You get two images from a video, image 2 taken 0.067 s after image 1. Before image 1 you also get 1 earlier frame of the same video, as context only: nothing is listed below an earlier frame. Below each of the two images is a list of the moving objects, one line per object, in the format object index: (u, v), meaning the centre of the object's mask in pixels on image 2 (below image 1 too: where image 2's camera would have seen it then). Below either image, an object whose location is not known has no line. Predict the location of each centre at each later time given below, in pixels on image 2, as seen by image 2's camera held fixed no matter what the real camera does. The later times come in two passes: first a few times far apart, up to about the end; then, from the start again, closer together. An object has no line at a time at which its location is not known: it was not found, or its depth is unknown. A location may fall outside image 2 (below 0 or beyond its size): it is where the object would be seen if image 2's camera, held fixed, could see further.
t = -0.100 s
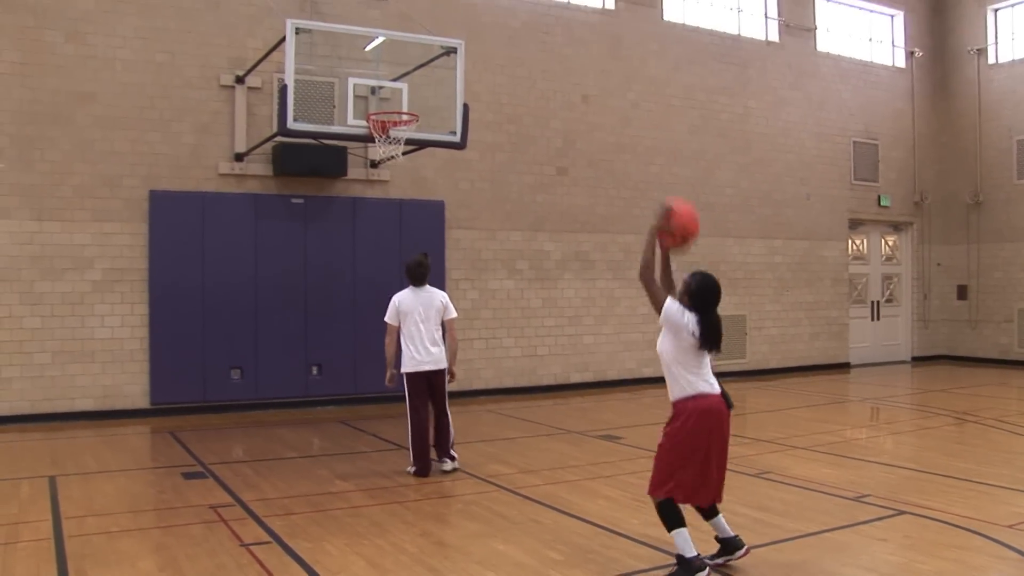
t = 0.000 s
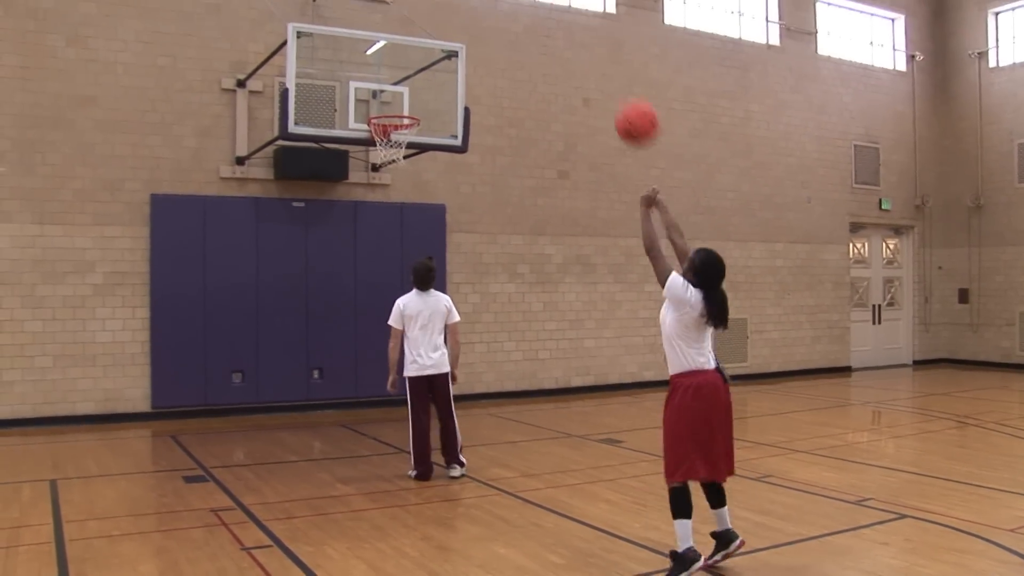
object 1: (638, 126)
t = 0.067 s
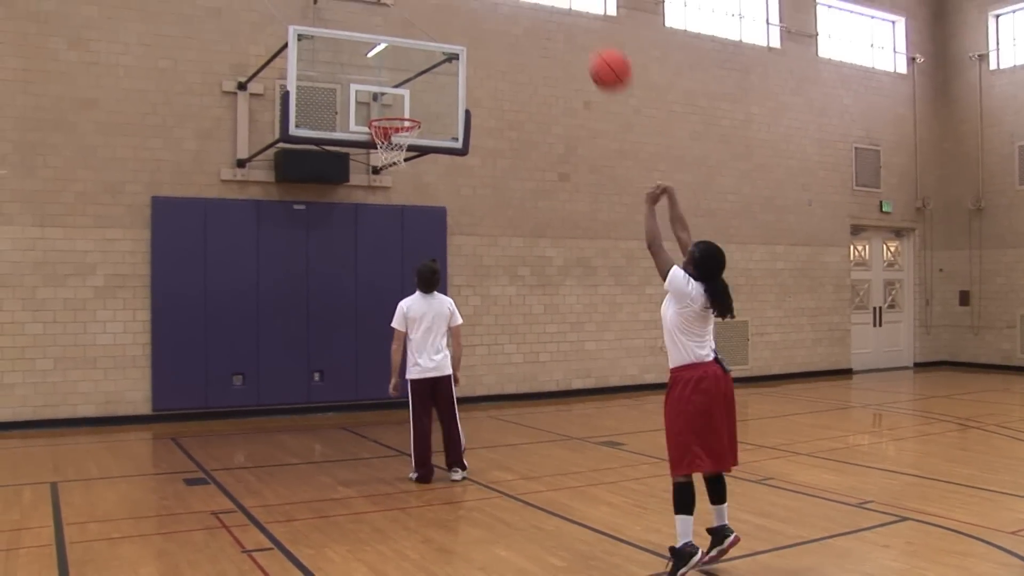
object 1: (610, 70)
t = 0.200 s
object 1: (563, 4)
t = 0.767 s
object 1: (432, 6)
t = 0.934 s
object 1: (406, 71)
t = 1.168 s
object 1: (383, 163)
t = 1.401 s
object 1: (380, 230)
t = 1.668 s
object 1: (377, 366)
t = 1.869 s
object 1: (384, 381)
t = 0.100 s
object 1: (598, 47)
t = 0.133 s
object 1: (586, 29)
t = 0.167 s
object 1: (574, 12)
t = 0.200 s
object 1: (563, 4)
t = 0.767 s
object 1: (432, 6)
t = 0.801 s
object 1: (426, 17)
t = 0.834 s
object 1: (421, 29)
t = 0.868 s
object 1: (416, 42)
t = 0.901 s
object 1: (411, 57)
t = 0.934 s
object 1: (406, 71)
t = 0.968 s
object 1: (401, 87)
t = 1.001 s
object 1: (396, 104)
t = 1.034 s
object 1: (392, 113)
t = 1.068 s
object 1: (389, 135)
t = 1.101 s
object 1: (384, 153)
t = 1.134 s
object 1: (383, 158)
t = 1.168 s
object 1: (383, 163)
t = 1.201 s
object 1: (382, 169)
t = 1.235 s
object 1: (382, 177)
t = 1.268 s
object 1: (382, 185)
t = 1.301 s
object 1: (382, 195)
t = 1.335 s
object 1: (381, 206)
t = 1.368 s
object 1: (381, 217)
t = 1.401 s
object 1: (380, 230)
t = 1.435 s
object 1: (380, 243)
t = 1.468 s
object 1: (379, 258)
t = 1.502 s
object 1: (379, 274)
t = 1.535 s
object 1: (379, 291)
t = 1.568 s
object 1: (378, 308)
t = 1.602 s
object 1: (378, 327)
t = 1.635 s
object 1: (378, 346)
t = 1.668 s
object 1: (377, 366)
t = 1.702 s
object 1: (377, 386)
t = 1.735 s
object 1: (377, 408)
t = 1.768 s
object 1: (377, 426)
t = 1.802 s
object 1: (380, 411)
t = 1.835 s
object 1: (382, 395)
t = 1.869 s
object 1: (384, 381)
